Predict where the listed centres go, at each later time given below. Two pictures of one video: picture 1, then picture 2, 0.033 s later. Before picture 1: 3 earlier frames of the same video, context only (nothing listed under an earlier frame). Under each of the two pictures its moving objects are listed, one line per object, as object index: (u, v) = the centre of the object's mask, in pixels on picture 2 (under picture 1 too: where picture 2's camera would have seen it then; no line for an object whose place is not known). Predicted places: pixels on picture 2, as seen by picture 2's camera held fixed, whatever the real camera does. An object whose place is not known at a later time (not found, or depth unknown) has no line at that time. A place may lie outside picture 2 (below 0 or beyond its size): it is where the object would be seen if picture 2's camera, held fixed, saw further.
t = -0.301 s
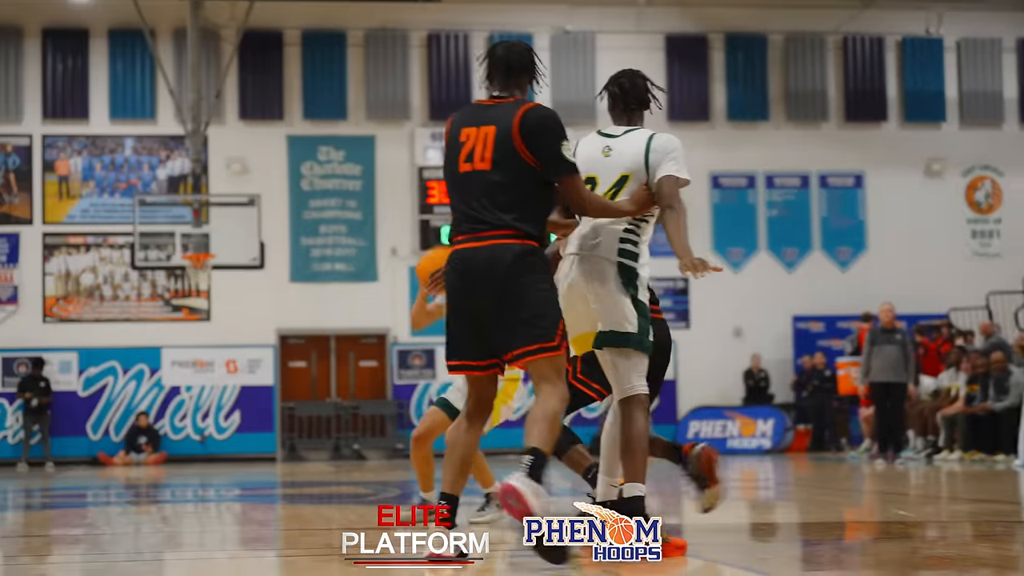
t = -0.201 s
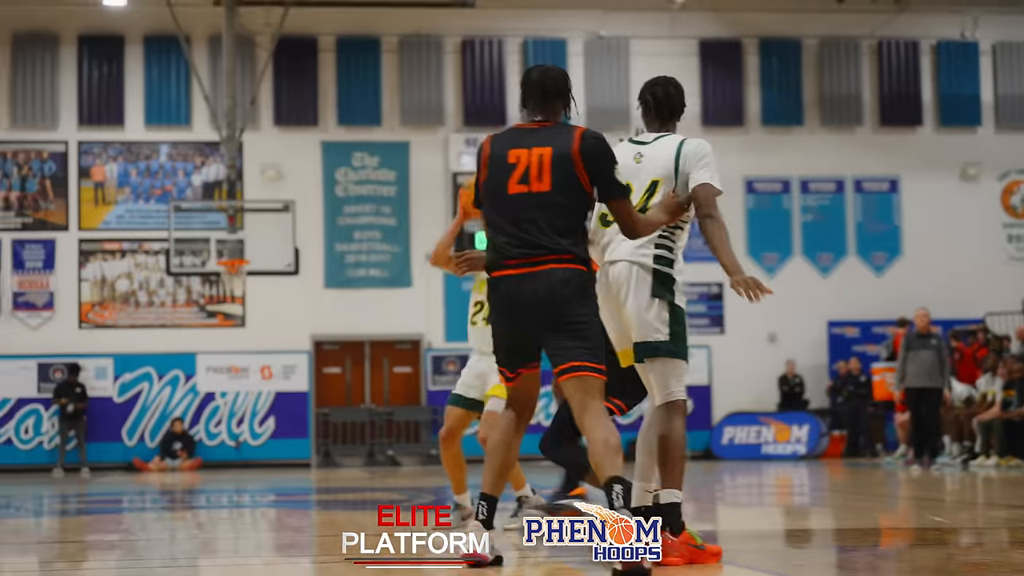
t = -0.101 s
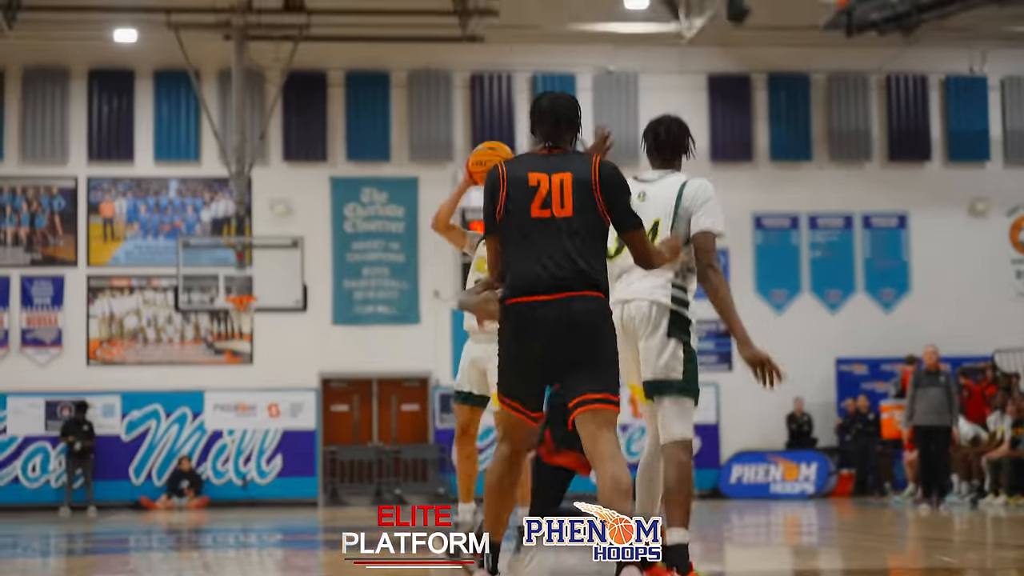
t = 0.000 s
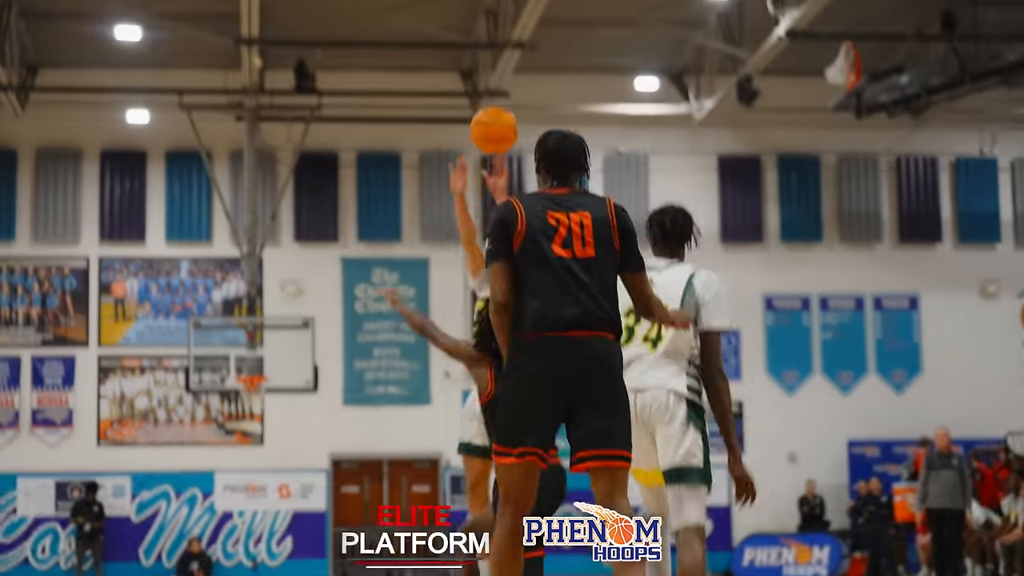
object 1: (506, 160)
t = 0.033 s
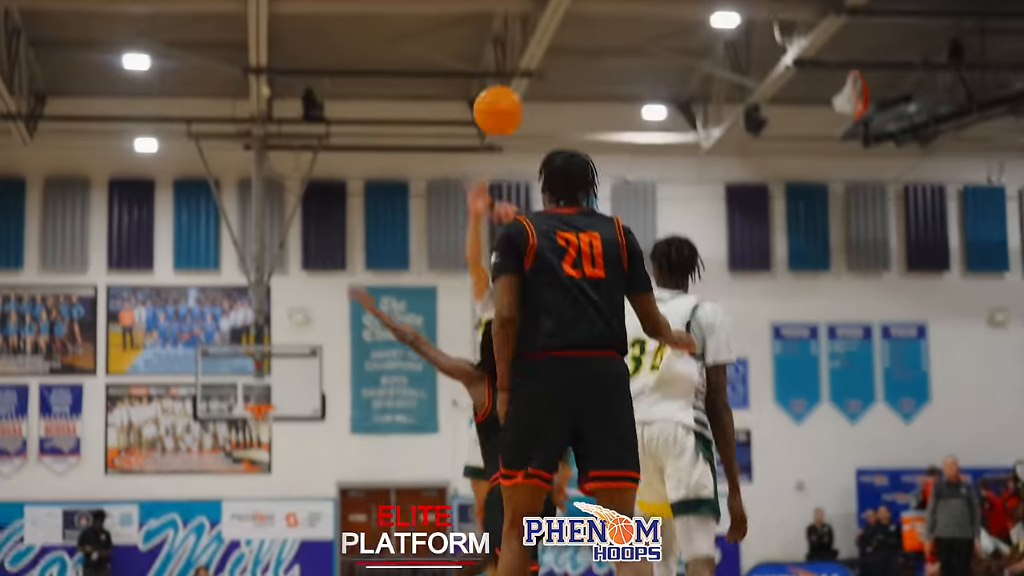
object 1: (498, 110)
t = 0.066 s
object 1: (493, 63)
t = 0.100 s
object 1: (488, 17)
